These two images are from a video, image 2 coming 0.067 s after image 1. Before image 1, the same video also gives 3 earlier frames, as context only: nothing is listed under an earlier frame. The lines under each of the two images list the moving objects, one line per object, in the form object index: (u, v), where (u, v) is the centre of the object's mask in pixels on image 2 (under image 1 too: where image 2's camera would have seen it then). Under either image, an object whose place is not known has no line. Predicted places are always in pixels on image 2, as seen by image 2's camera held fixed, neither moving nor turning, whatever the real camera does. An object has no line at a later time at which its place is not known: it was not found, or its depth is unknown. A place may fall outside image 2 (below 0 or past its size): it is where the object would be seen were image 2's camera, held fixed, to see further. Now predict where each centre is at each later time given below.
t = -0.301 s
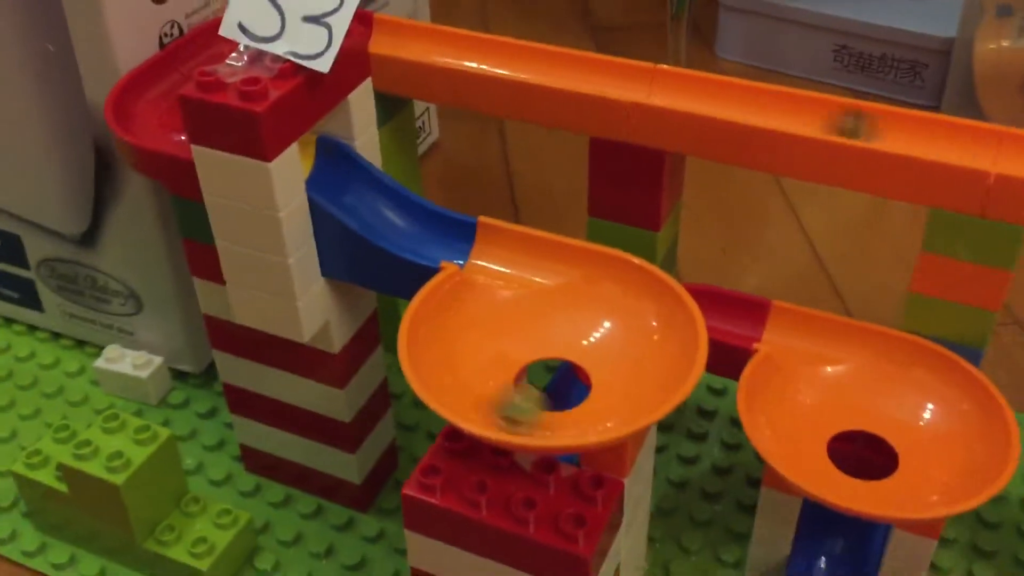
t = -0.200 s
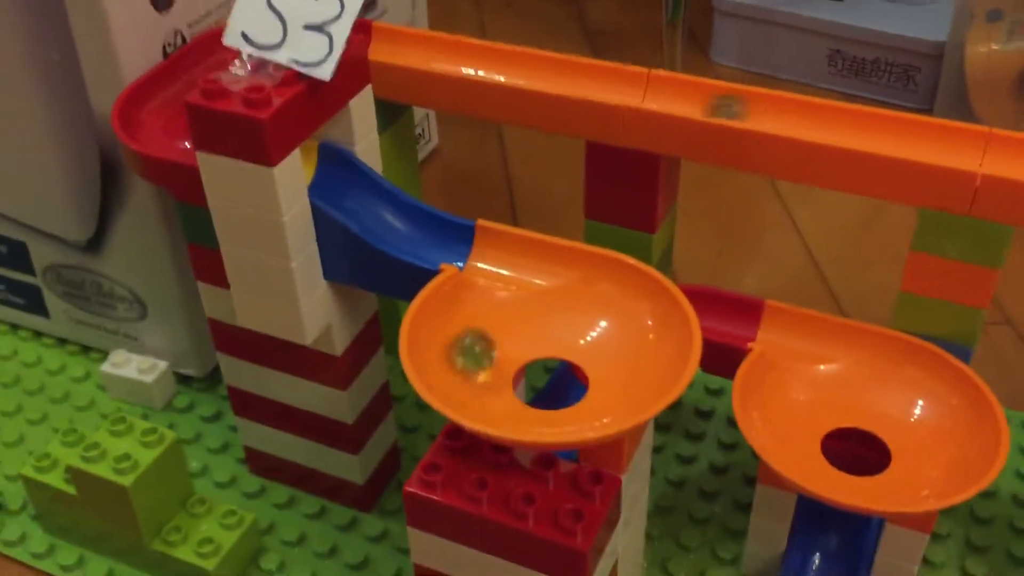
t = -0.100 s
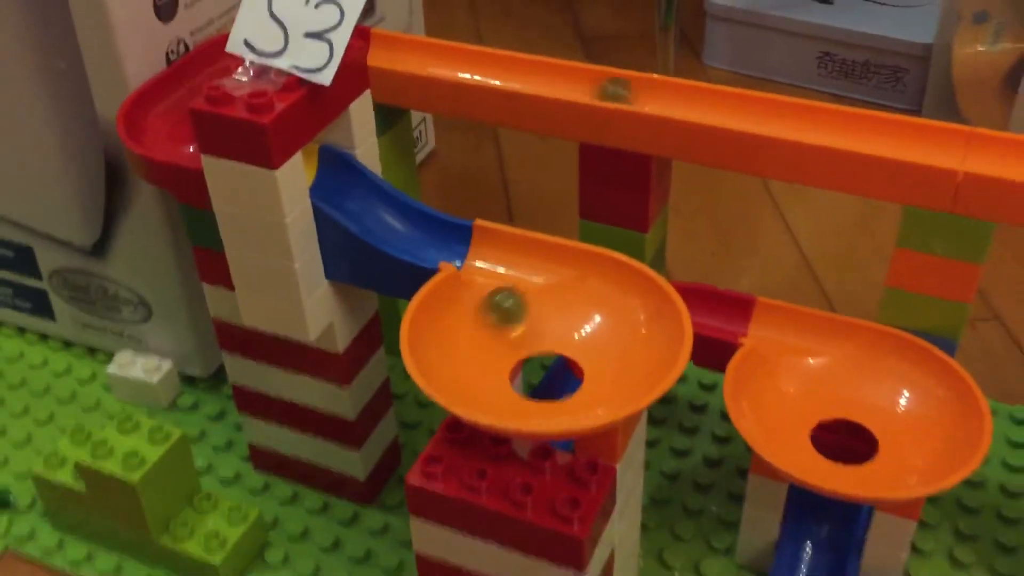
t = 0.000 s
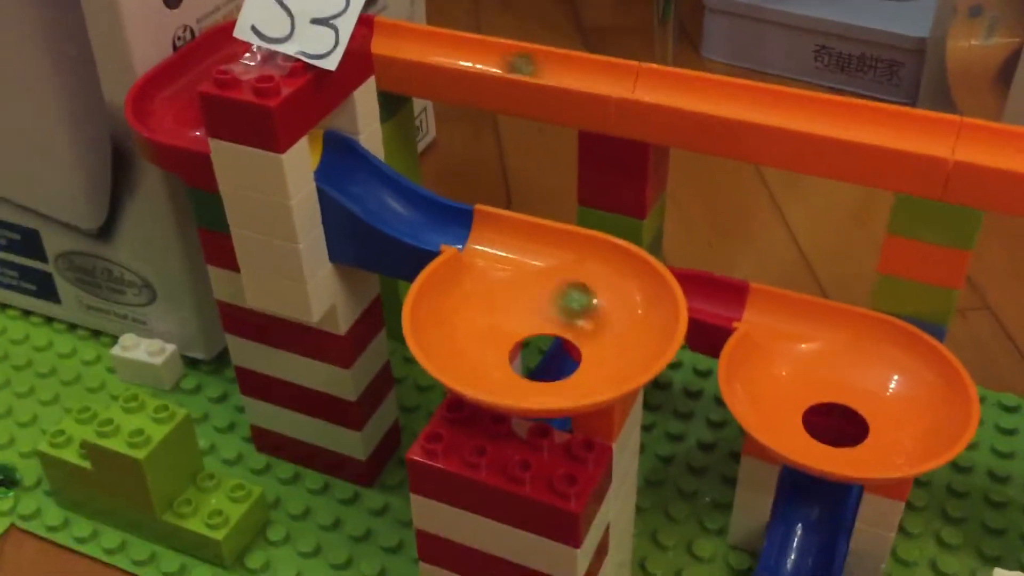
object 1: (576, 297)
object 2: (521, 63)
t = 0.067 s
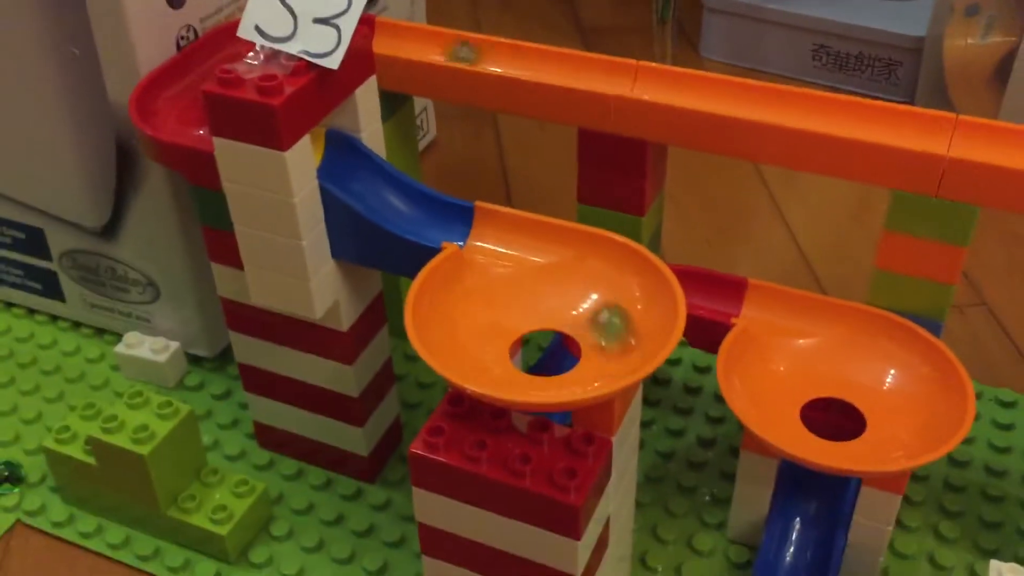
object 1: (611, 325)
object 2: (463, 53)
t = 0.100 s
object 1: (615, 340)
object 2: (434, 47)
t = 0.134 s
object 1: (611, 354)
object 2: (406, 44)
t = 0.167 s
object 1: (597, 364)
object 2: (384, 39)
